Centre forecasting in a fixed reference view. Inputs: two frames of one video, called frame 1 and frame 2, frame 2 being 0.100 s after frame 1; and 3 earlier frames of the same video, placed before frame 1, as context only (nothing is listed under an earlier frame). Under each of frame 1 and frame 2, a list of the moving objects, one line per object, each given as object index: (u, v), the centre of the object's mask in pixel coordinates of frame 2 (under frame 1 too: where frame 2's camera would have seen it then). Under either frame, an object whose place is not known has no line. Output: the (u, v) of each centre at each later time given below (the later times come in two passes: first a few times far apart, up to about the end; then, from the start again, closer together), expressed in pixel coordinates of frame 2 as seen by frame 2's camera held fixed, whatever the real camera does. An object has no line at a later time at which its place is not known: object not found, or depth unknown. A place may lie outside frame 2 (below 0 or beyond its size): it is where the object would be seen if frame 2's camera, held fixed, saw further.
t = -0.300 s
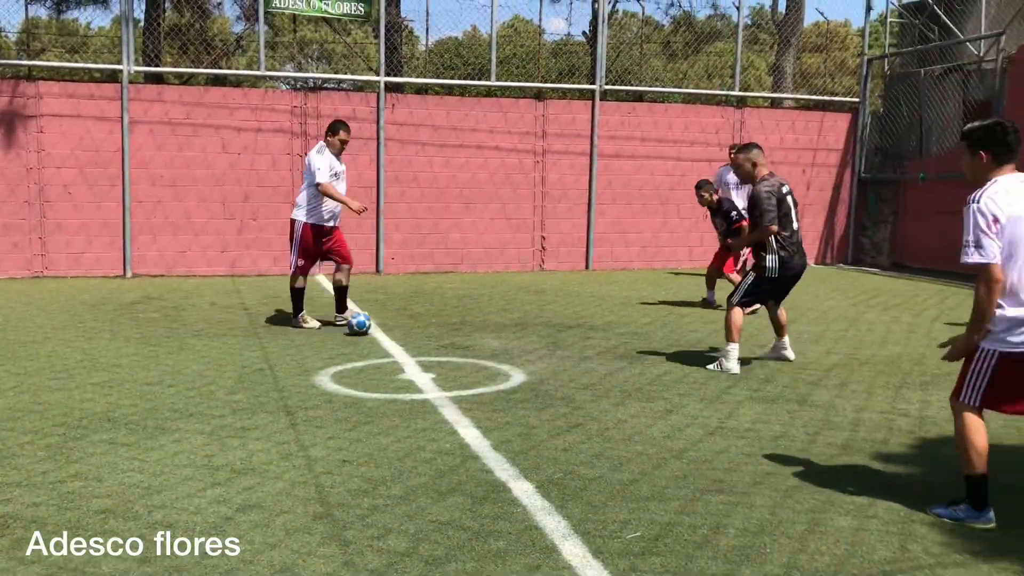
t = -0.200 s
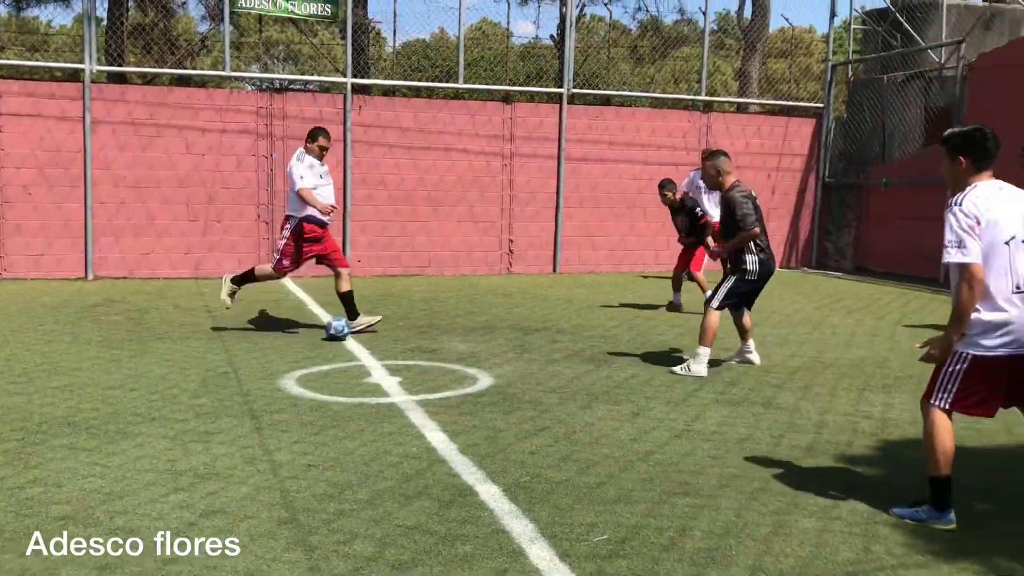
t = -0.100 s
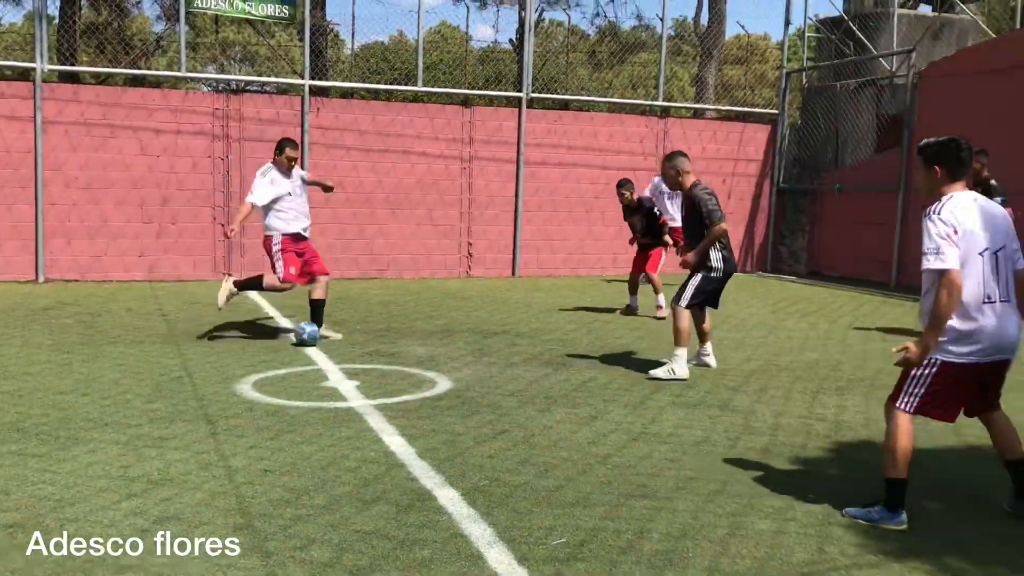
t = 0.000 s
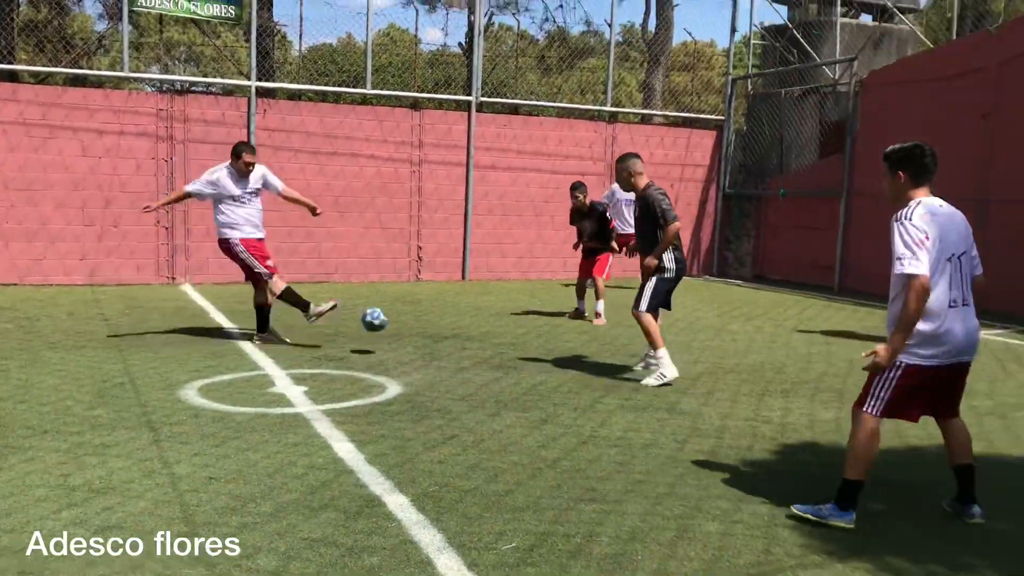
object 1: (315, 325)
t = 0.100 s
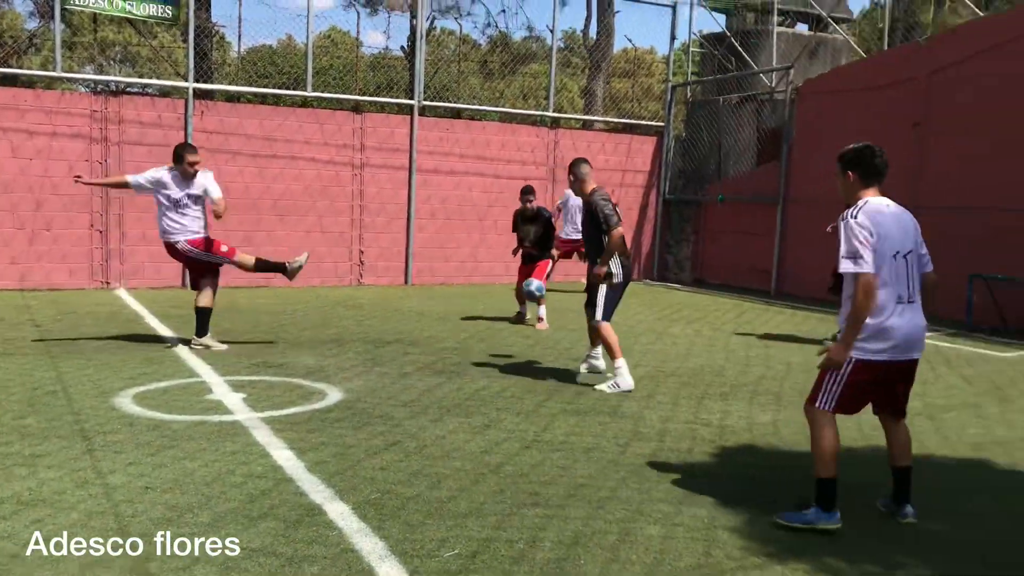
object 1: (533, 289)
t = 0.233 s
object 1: (803, 261)
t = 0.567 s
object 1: (1192, 276)
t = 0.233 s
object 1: (803, 261)
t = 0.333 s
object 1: (992, 251)
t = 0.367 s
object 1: (1051, 252)
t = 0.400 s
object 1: (1110, 252)
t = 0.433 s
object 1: (1166, 253)
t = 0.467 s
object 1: (1214, 256)
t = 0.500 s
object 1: (1207, 261)
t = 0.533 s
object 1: (1200, 267)
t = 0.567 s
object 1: (1192, 276)
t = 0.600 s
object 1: (1184, 285)
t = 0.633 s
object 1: (1175, 298)
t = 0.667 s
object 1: (1165, 311)
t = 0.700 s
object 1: (1155, 328)
